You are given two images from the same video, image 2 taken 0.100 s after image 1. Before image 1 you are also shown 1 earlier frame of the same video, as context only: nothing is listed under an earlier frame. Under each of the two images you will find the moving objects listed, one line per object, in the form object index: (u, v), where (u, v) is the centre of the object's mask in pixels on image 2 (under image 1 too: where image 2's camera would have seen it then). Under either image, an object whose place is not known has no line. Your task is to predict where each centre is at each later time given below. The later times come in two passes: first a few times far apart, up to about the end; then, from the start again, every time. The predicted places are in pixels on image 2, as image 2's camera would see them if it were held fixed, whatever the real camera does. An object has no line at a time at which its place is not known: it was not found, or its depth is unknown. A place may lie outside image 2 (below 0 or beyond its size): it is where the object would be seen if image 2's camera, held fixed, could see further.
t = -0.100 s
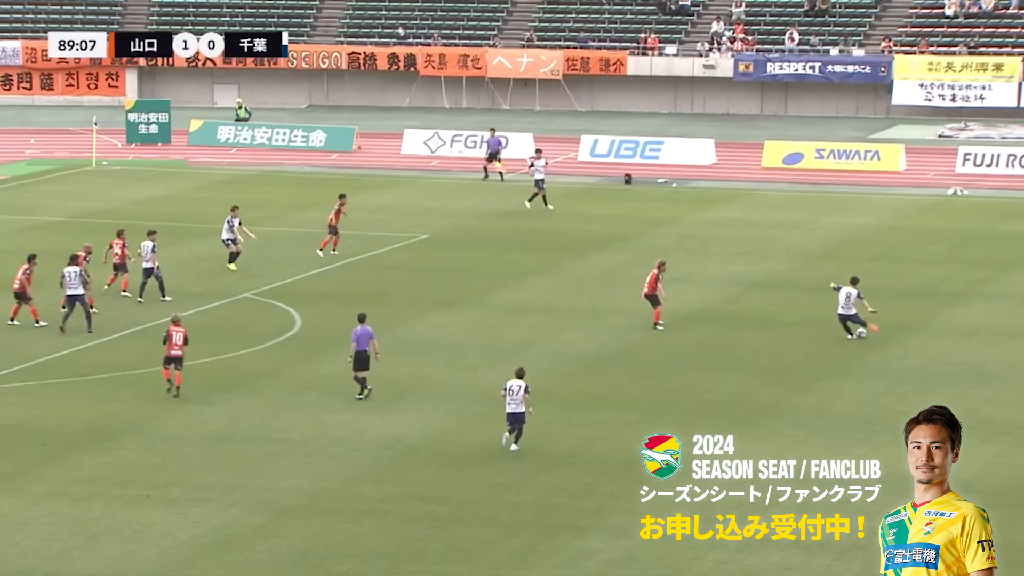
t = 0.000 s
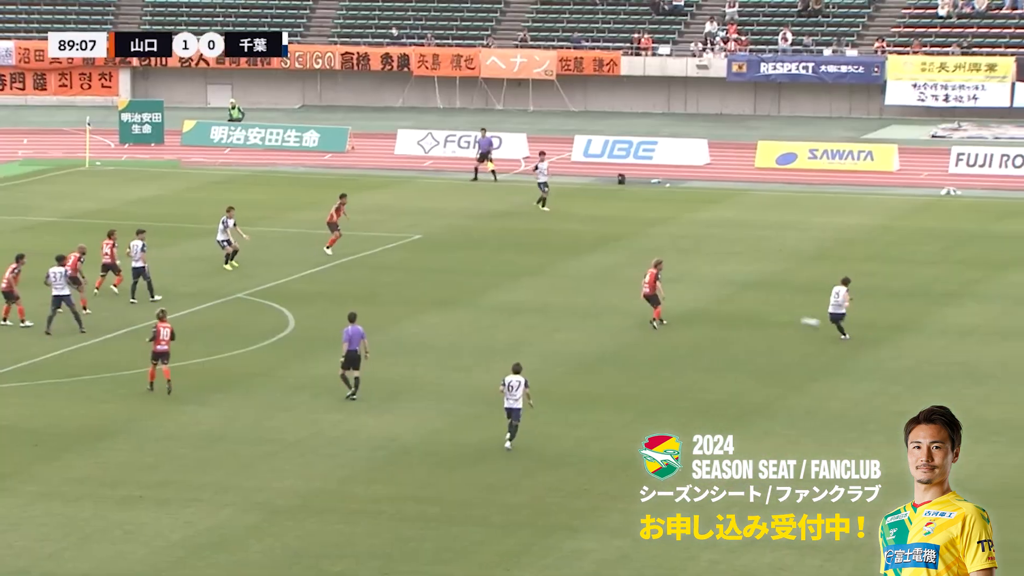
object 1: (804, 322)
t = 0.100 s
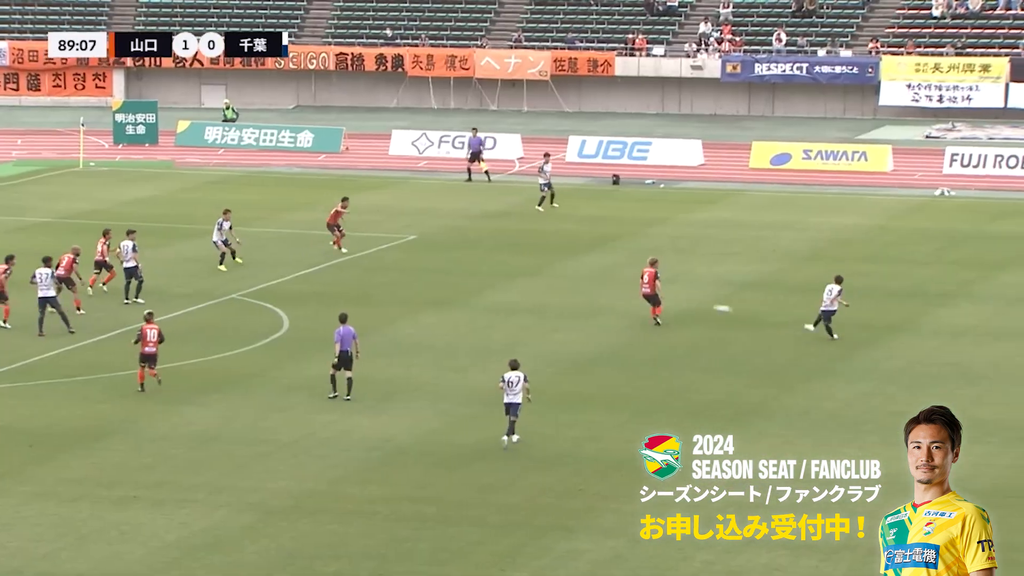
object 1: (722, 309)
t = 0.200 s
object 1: (643, 304)
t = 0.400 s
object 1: (515, 286)
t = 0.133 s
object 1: (695, 307)
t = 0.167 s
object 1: (671, 305)
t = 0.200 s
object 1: (643, 304)
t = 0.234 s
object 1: (622, 302)
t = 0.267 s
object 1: (599, 297)
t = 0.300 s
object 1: (577, 292)
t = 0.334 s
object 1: (556, 290)
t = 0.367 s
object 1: (536, 287)
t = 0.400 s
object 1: (515, 286)
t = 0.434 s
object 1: (495, 286)
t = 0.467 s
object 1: (476, 286)
